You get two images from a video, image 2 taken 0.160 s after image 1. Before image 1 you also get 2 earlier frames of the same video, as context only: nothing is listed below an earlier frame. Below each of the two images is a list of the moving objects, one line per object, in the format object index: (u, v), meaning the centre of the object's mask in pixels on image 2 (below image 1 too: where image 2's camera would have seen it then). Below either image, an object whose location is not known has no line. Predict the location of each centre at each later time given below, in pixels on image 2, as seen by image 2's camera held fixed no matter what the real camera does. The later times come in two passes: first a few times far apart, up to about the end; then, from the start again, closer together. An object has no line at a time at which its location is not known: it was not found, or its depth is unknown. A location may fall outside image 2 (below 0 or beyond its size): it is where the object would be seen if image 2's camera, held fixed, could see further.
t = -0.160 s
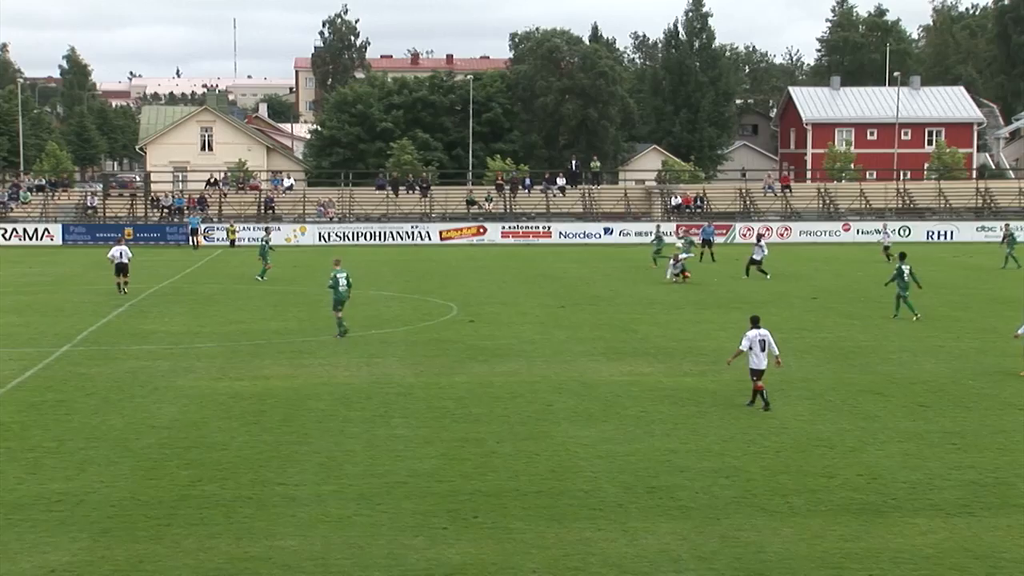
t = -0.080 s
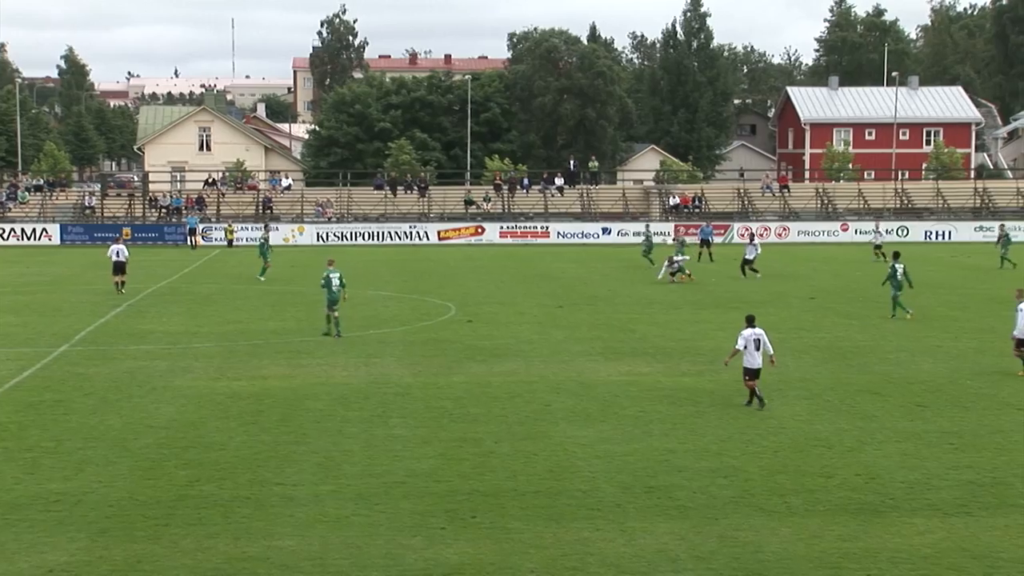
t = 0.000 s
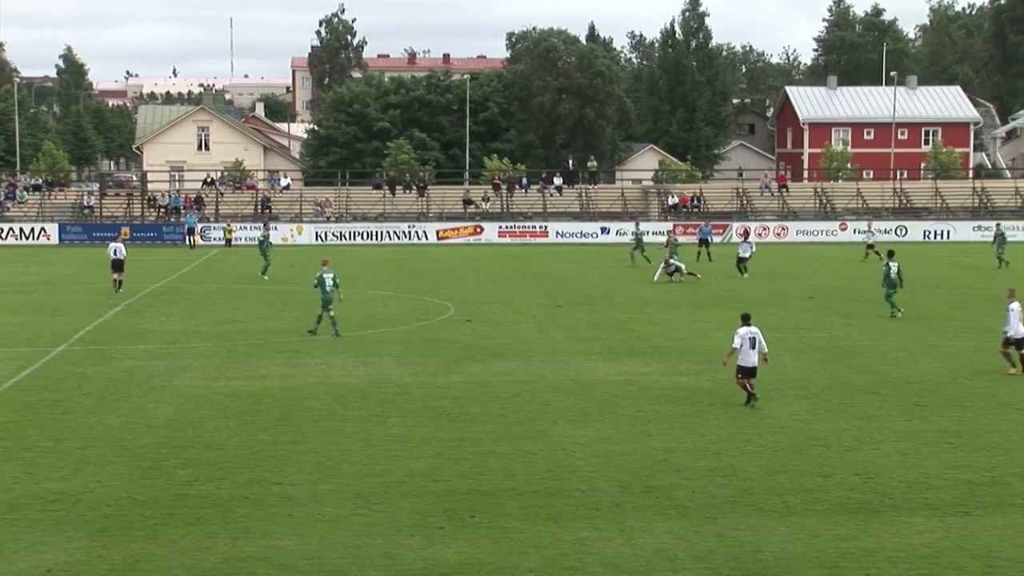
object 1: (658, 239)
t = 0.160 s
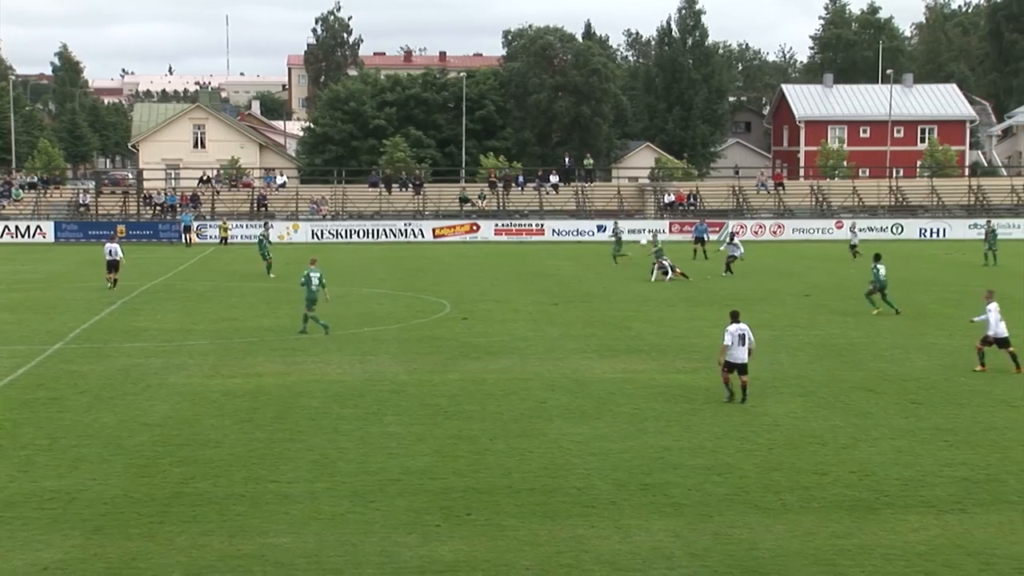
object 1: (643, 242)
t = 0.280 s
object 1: (630, 249)
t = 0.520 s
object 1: (609, 279)
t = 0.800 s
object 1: (596, 274)
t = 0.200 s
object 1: (639, 244)
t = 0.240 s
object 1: (634, 247)
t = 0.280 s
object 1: (630, 249)
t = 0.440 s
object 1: (615, 266)
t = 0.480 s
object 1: (612, 273)
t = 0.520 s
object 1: (609, 279)
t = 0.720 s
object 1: (599, 278)
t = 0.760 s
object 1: (597, 276)
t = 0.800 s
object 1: (596, 274)
